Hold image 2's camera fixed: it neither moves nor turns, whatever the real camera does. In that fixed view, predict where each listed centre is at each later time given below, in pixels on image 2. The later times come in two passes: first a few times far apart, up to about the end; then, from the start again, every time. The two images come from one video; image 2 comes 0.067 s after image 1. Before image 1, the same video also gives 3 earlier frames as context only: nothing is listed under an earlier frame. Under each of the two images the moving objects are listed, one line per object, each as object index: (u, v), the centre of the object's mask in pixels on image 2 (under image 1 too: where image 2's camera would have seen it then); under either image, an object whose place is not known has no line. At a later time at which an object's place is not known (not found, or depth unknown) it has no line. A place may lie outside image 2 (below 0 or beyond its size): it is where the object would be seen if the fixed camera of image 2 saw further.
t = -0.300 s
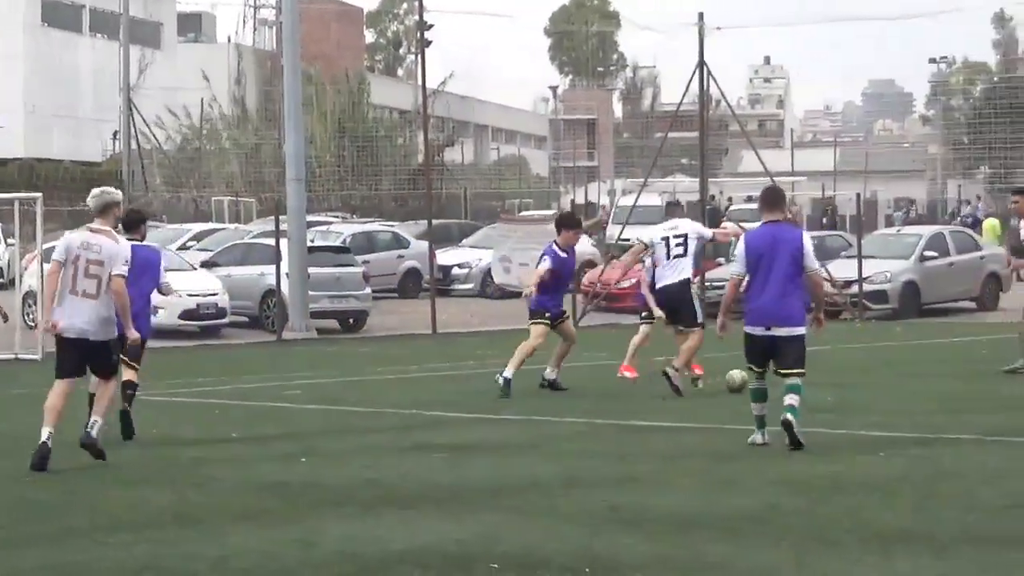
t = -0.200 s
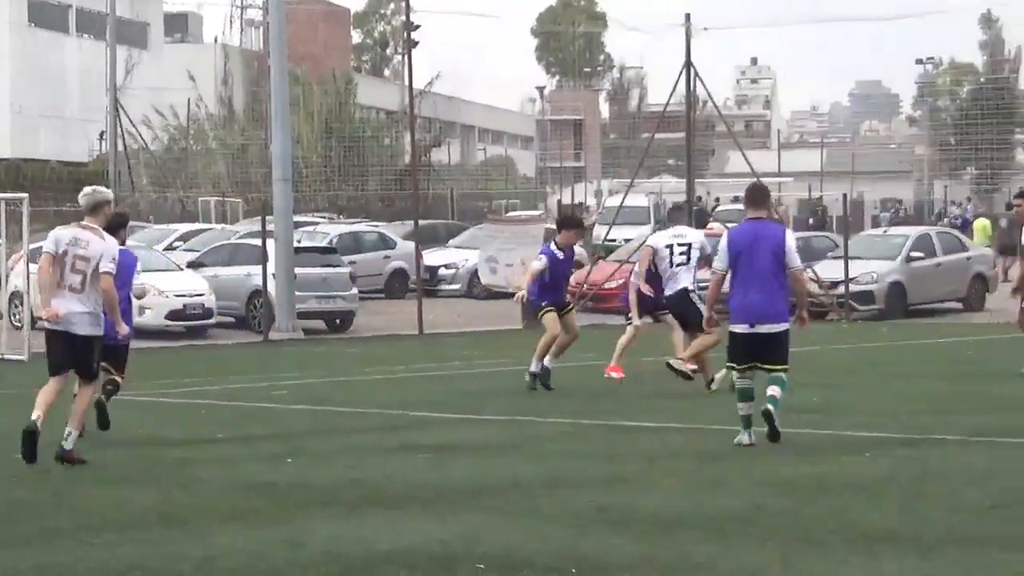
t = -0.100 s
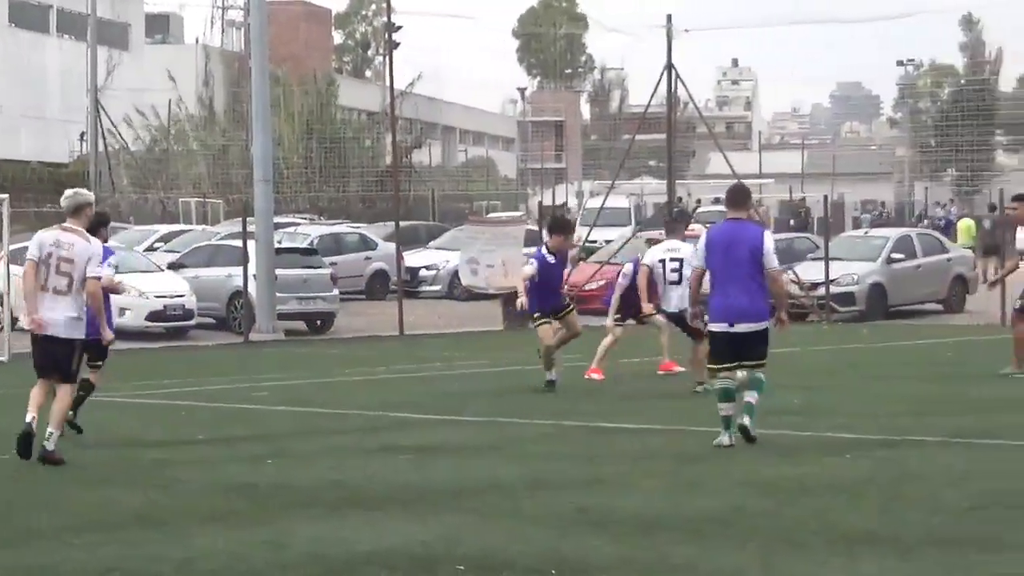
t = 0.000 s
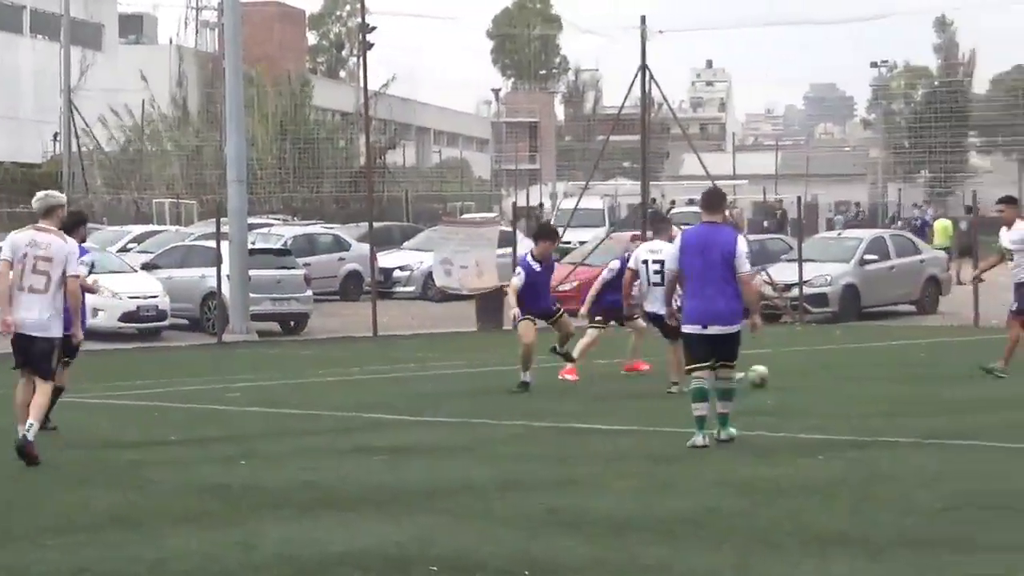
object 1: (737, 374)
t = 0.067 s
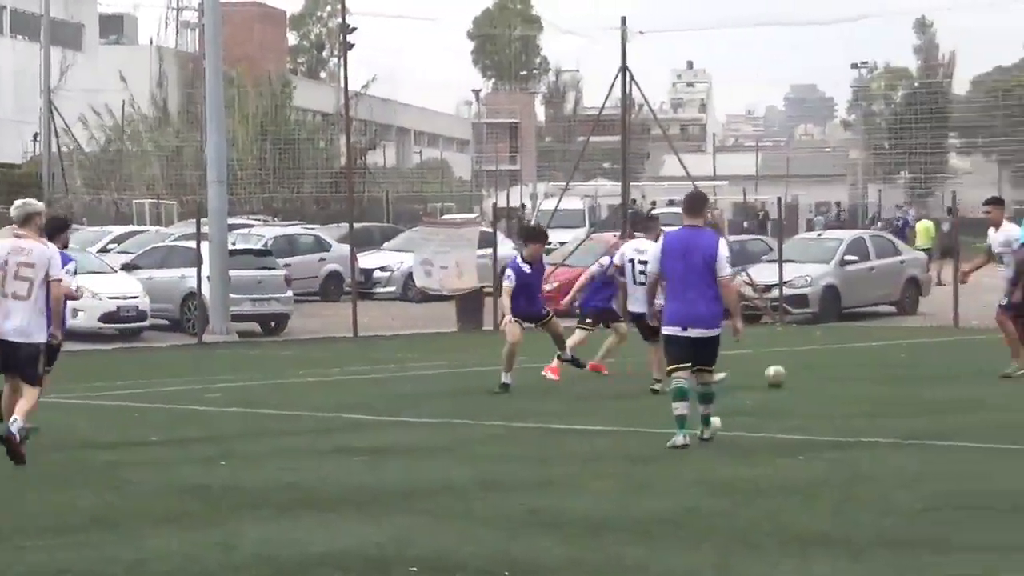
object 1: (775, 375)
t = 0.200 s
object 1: (838, 370)
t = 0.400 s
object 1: (915, 366)
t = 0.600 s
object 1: (978, 363)
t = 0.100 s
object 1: (792, 374)
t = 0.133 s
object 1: (808, 374)
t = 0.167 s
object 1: (824, 372)
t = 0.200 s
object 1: (838, 370)
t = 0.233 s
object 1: (853, 370)
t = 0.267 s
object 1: (867, 369)
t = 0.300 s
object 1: (880, 368)
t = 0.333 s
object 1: (892, 368)
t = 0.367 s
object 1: (904, 367)
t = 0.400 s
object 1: (915, 366)
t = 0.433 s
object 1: (926, 366)
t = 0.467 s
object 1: (937, 366)
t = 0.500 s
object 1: (948, 365)
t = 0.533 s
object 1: (958, 365)
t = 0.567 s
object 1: (968, 364)
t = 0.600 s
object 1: (978, 363)
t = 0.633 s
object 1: (987, 361)
